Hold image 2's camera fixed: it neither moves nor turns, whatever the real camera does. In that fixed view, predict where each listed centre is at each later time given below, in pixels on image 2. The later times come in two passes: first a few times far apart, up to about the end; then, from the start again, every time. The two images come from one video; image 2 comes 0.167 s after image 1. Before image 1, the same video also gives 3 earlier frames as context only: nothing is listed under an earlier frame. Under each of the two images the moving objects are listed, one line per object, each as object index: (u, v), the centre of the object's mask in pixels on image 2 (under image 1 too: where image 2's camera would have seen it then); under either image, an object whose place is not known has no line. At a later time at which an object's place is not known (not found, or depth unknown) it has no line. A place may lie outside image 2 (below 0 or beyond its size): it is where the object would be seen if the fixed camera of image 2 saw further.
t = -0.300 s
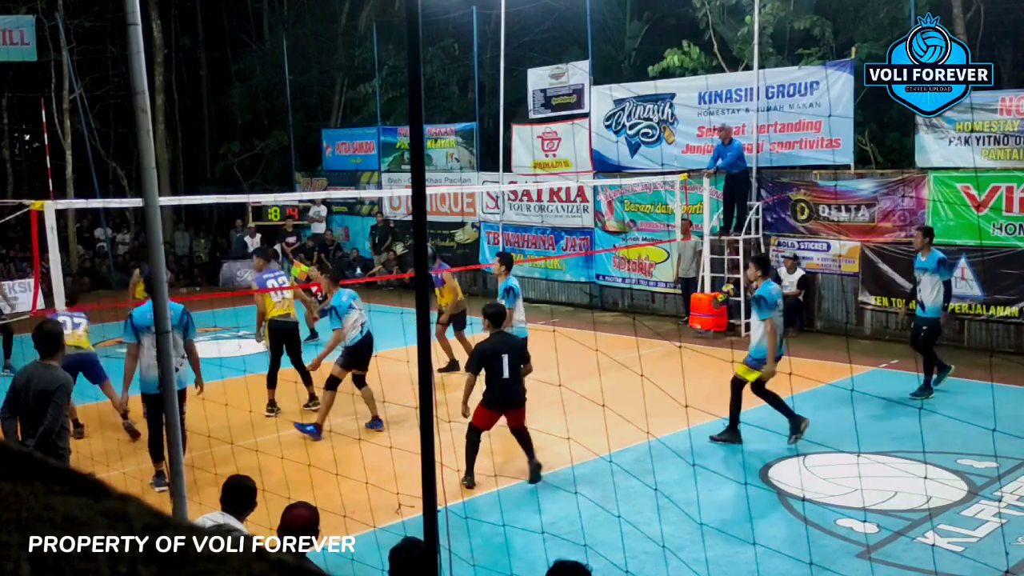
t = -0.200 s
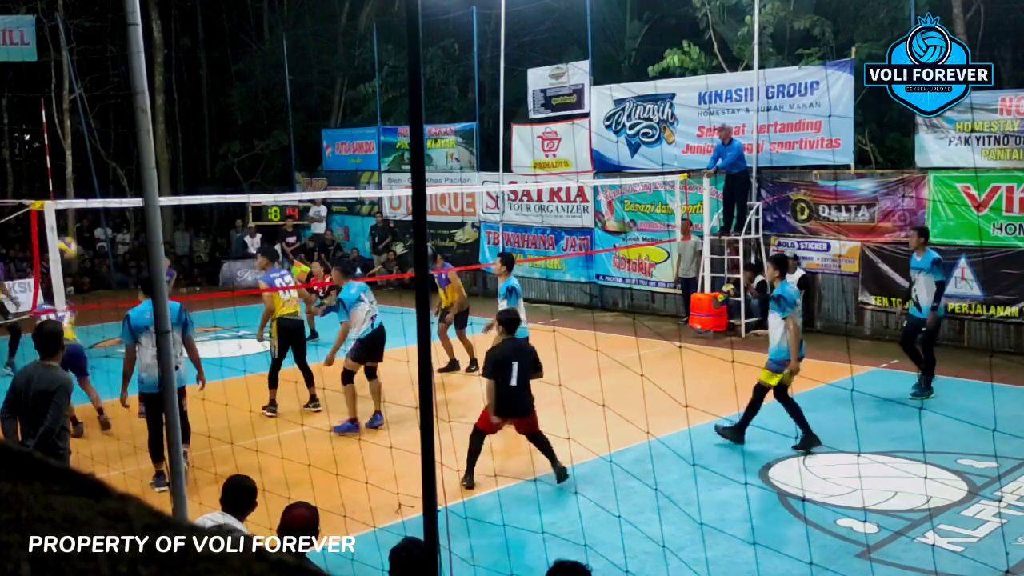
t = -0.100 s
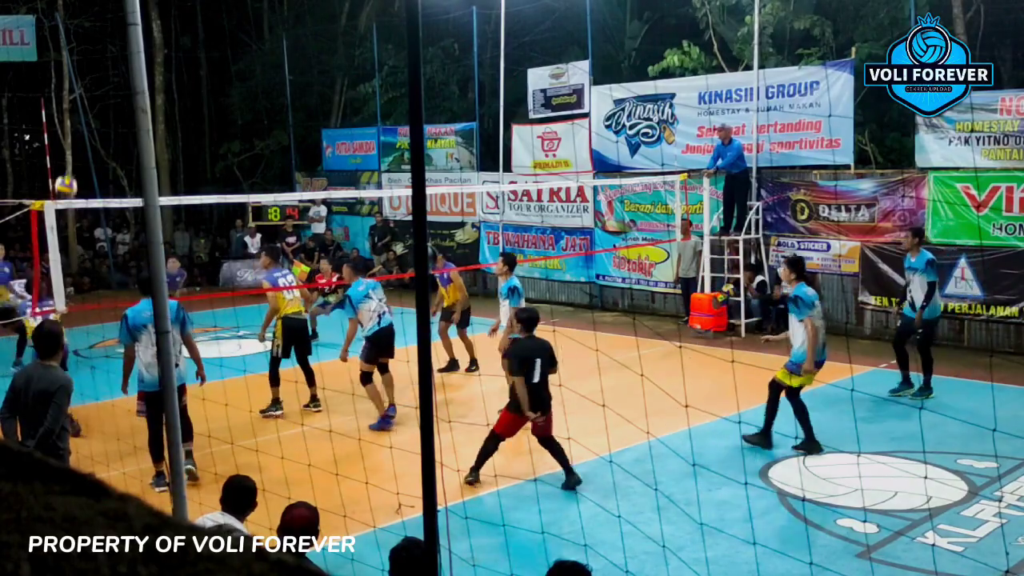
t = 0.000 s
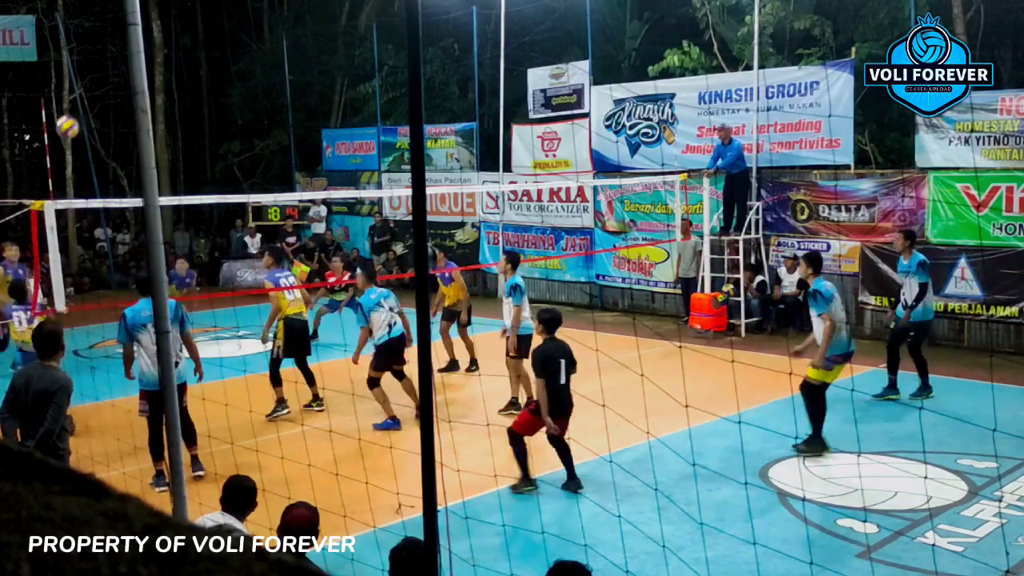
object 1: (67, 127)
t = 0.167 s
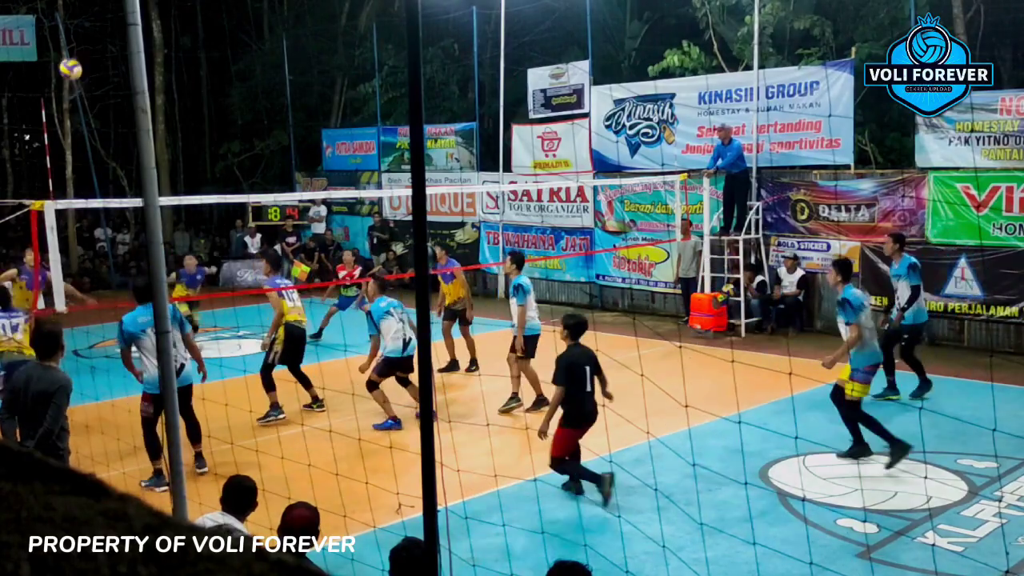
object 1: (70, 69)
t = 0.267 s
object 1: (73, 42)
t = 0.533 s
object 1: (82, 16)
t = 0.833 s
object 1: (98, 63)
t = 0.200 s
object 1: (71, 59)
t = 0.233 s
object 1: (72, 50)
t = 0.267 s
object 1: (73, 42)
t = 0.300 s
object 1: (74, 35)
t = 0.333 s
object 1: (75, 29)
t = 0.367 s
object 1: (75, 25)
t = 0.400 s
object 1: (77, 21)
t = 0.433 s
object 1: (78, 18)
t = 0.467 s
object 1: (79, 16)
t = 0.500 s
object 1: (80, 16)
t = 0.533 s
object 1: (82, 16)
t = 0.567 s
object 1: (83, 17)
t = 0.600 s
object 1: (85, 20)
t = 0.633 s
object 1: (86, 23)
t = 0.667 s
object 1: (88, 27)
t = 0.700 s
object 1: (90, 32)
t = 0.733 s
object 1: (92, 38)
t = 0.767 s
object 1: (94, 46)
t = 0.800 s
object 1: (96, 54)
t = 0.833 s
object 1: (98, 63)
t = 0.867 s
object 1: (100, 72)
